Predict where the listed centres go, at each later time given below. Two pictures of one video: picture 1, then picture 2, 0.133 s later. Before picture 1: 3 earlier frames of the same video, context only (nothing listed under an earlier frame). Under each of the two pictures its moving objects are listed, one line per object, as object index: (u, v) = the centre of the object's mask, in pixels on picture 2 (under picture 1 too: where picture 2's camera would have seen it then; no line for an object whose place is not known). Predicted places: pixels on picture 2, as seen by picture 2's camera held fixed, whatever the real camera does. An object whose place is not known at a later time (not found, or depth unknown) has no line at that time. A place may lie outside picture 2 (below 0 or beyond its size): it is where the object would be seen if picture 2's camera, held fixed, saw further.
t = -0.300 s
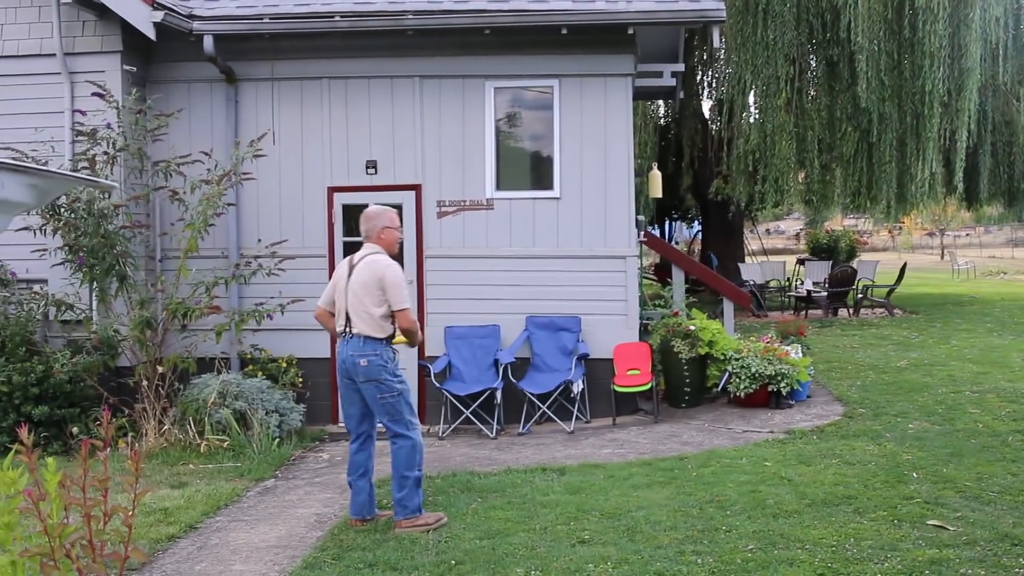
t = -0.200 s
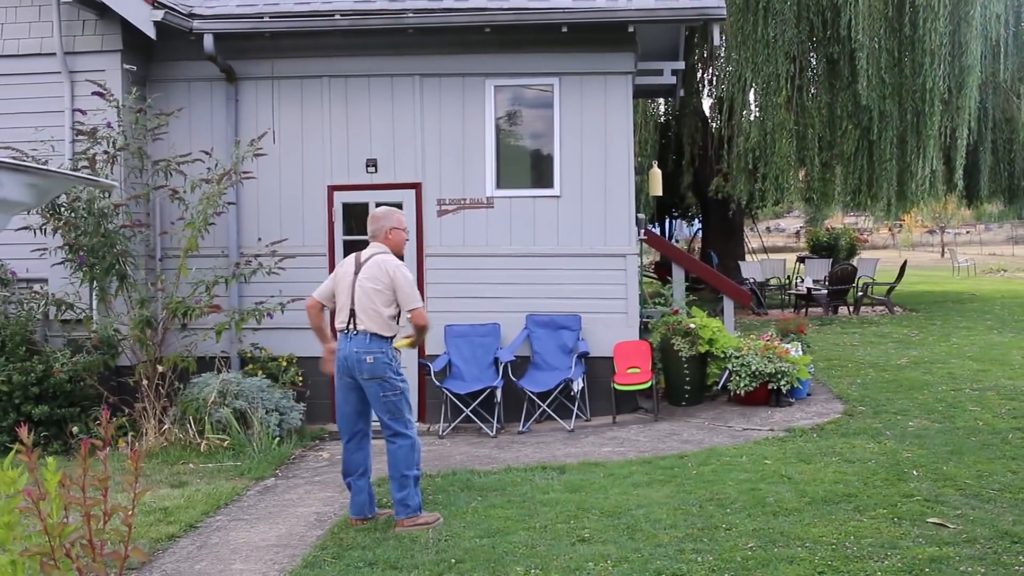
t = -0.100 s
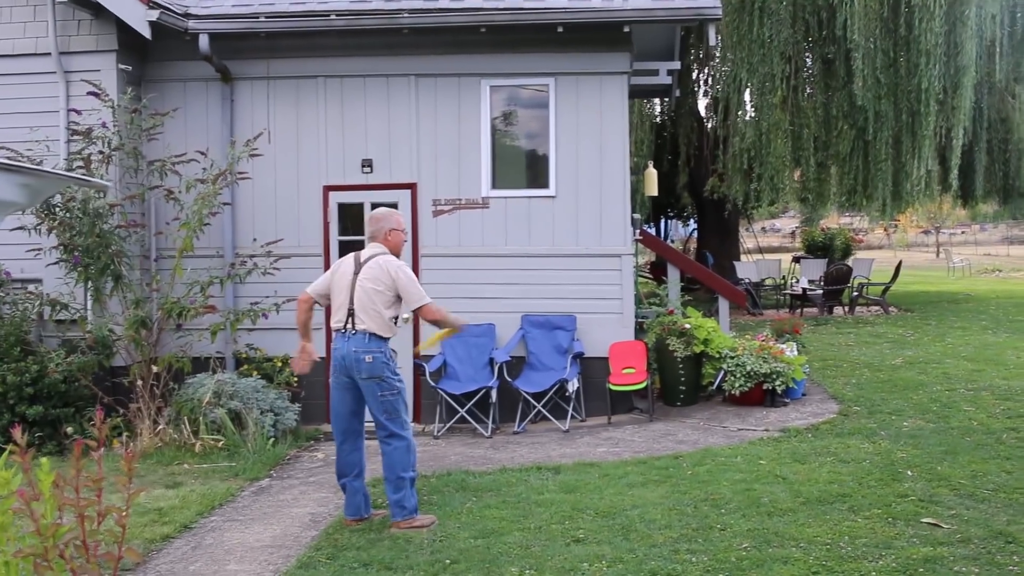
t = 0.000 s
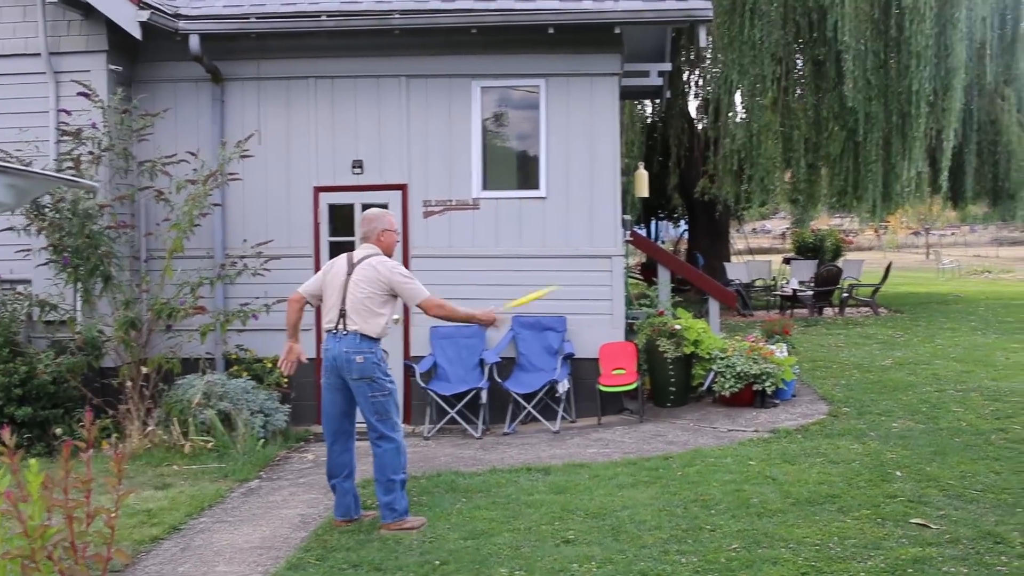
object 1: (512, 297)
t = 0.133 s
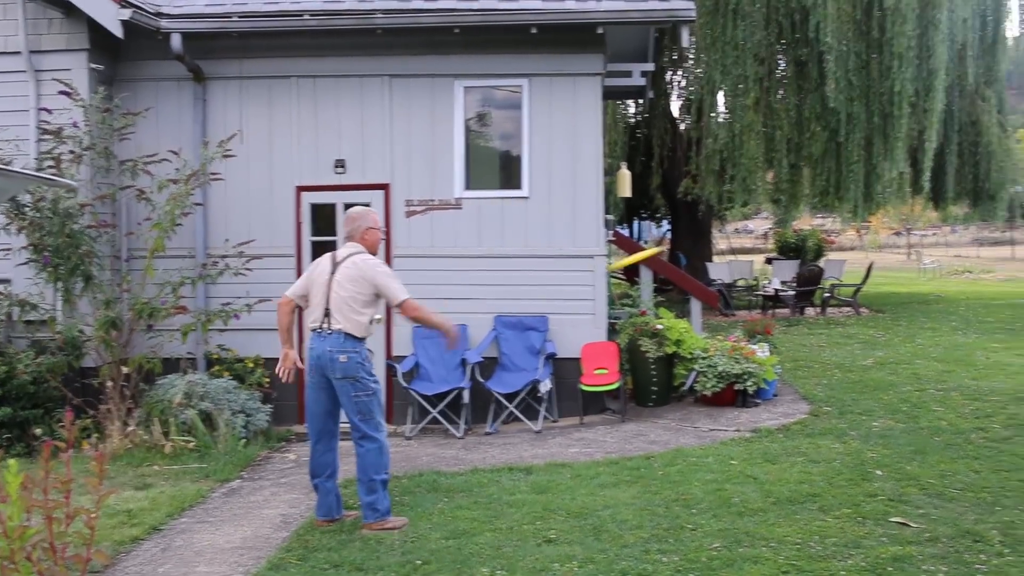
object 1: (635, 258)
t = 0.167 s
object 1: (664, 251)
